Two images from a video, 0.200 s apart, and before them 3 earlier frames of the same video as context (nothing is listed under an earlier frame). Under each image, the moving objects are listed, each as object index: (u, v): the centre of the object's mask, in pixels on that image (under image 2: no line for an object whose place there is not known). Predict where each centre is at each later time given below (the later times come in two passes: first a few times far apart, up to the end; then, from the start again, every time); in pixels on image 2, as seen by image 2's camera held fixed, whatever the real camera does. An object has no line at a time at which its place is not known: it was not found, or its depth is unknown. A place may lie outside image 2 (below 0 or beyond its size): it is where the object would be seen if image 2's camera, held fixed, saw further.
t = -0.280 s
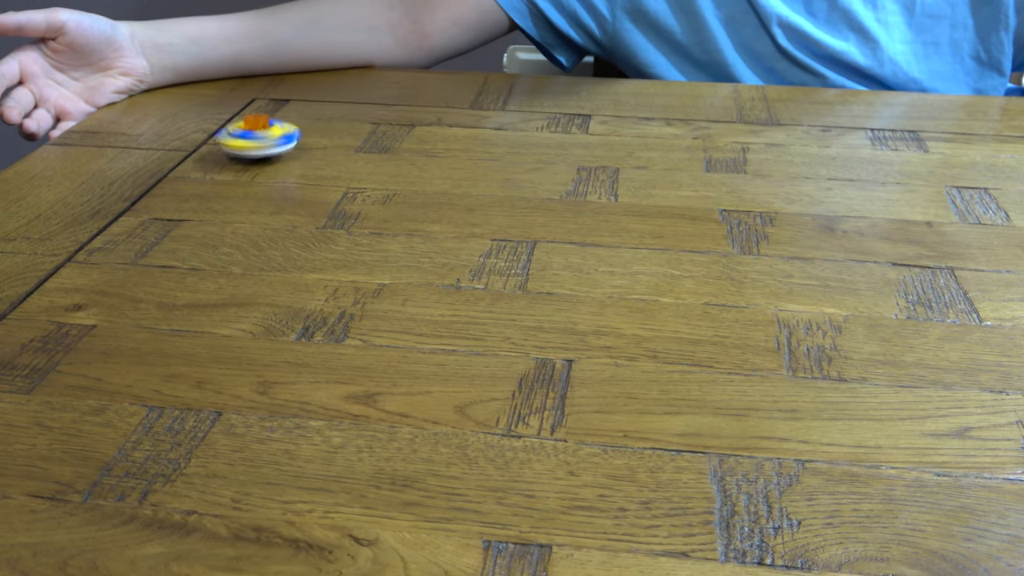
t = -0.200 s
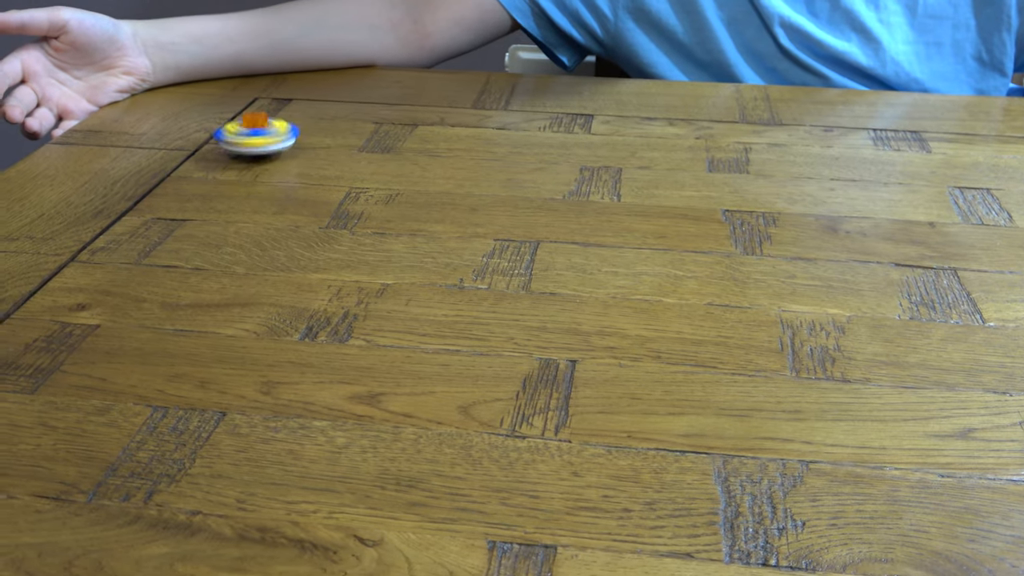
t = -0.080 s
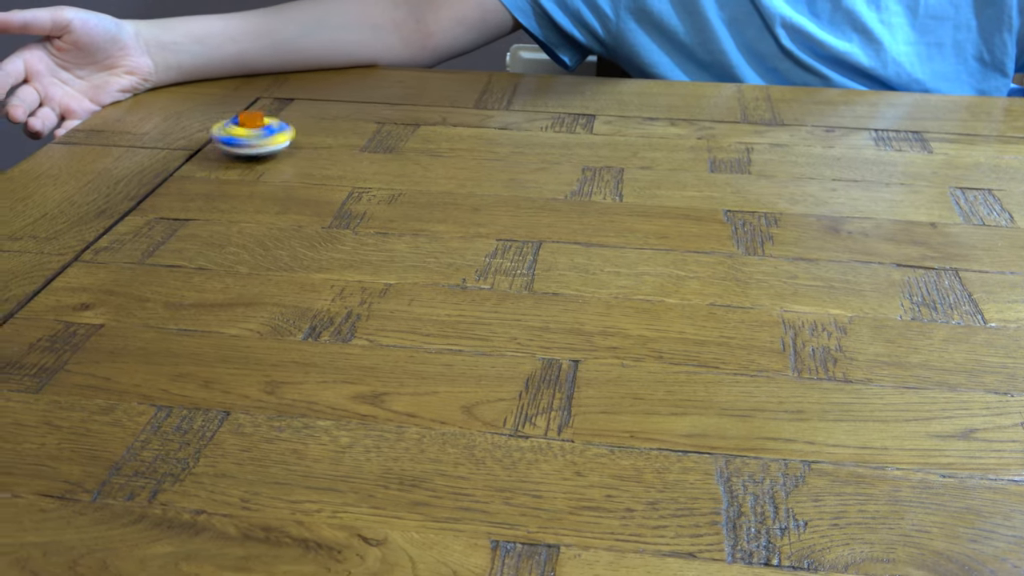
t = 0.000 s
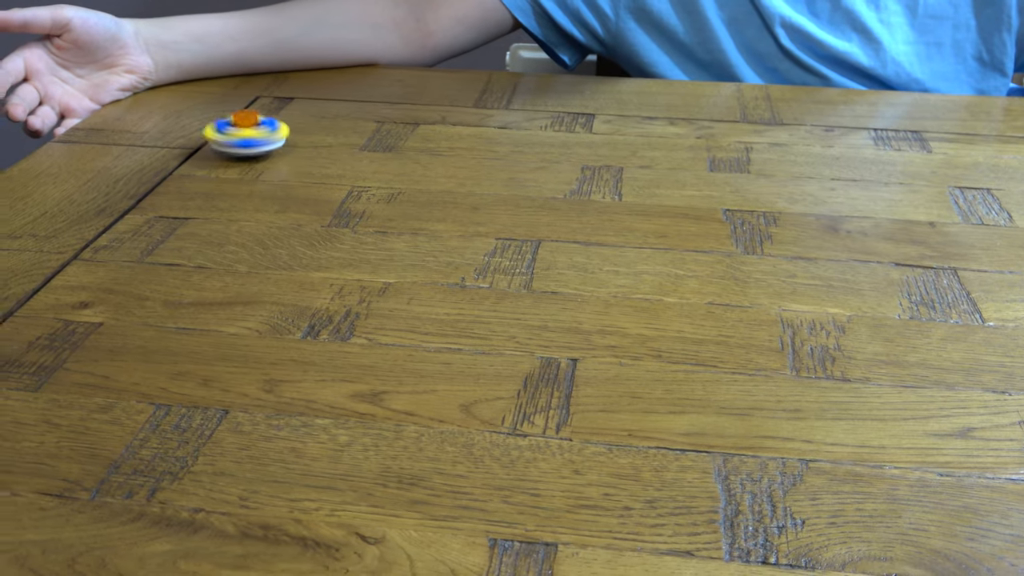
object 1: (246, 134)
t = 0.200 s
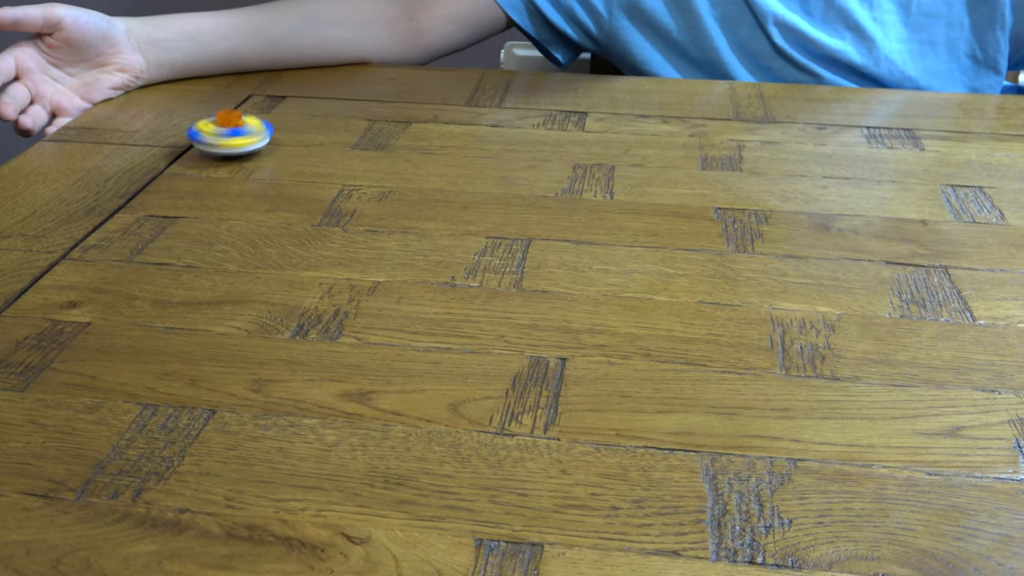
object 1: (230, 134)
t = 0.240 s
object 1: (230, 135)
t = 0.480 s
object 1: (234, 136)
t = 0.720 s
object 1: (244, 136)
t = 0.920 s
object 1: (248, 134)
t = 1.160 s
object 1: (249, 135)
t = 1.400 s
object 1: (250, 133)
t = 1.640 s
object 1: (247, 131)
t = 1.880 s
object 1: (244, 135)
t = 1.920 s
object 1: (245, 136)
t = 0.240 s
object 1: (230, 135)
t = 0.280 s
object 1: (231, 135)
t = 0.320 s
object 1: (232, 135)
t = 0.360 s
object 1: (232, 135)
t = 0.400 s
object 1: (233, 135)
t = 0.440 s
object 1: (233, 135)
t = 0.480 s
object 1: (234, 136)
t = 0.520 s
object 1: (236, 136)
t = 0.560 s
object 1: (238, 136)
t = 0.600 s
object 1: (239, 137)
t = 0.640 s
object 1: (241, 137)
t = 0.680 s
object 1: (243, 136)
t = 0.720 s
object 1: (244, 136)
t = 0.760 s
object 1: (245, 136)
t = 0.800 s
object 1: (246, 136)
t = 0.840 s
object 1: (247, 135)
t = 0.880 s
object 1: (248, 134)
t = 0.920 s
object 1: (248, 134)
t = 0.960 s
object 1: (245, 134)
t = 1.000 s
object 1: (246, 134)
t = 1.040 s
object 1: (246, 134)
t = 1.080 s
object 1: (246, 134)
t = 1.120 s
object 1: (246, 135)
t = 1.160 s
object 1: (249, 135)
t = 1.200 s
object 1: (250, 133)
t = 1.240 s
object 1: (250, 133)
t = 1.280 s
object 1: (250, 133)
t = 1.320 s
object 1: (249, 132)
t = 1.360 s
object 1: (250, 133)
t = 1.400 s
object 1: (250, 133)
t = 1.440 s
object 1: (251, 133)
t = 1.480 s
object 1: (251, 132)
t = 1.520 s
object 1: (249, 131)
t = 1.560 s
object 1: (249, 131)
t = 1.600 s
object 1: (248, 131)
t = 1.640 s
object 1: (247, 131)
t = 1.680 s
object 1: (245, 131)
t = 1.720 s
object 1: (245, 132)
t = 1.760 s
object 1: (243, 133)
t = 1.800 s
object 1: (243, 133)
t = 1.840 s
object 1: (243, 135)
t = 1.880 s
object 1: (244, 135)
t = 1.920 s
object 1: (245, 136)
